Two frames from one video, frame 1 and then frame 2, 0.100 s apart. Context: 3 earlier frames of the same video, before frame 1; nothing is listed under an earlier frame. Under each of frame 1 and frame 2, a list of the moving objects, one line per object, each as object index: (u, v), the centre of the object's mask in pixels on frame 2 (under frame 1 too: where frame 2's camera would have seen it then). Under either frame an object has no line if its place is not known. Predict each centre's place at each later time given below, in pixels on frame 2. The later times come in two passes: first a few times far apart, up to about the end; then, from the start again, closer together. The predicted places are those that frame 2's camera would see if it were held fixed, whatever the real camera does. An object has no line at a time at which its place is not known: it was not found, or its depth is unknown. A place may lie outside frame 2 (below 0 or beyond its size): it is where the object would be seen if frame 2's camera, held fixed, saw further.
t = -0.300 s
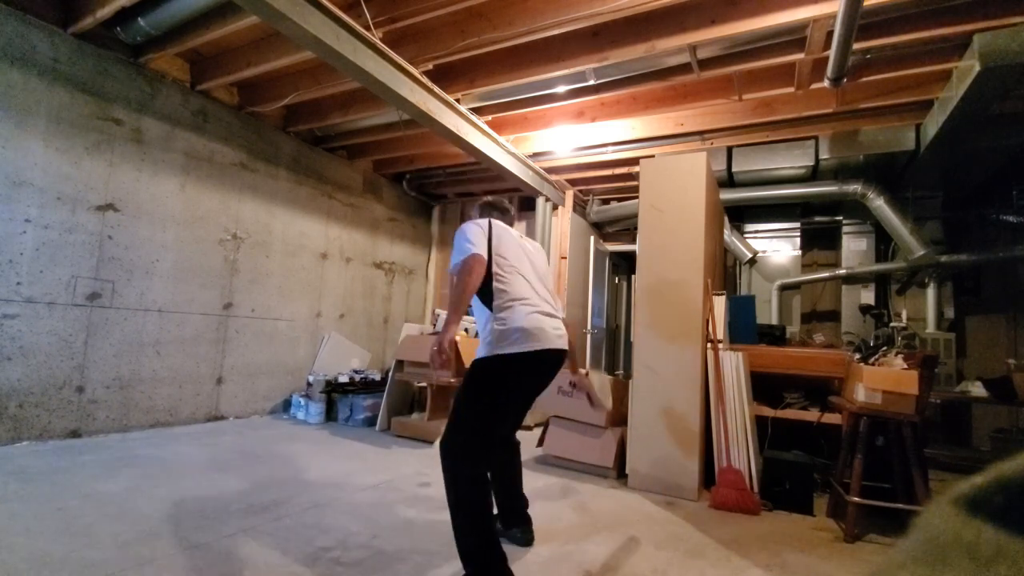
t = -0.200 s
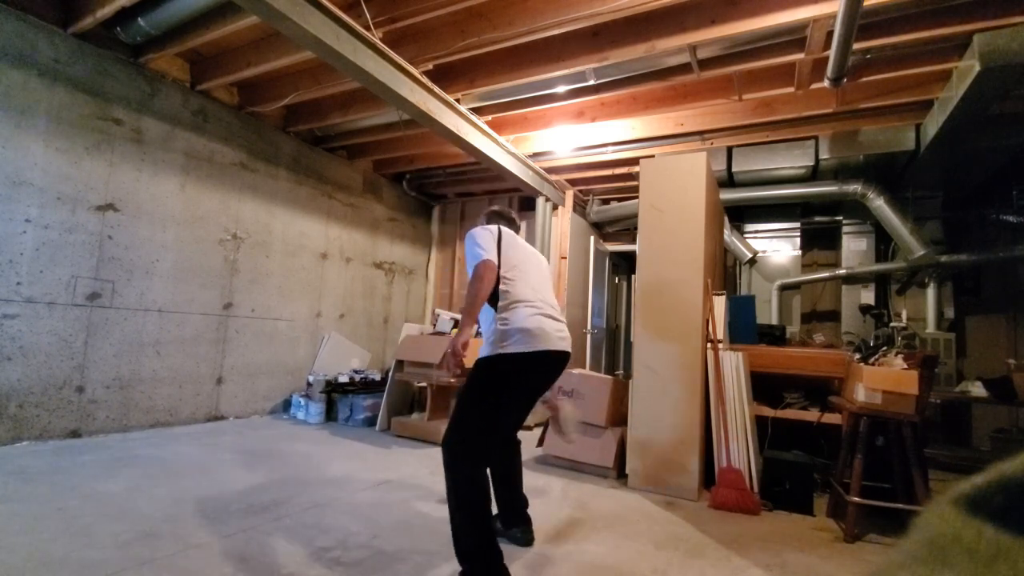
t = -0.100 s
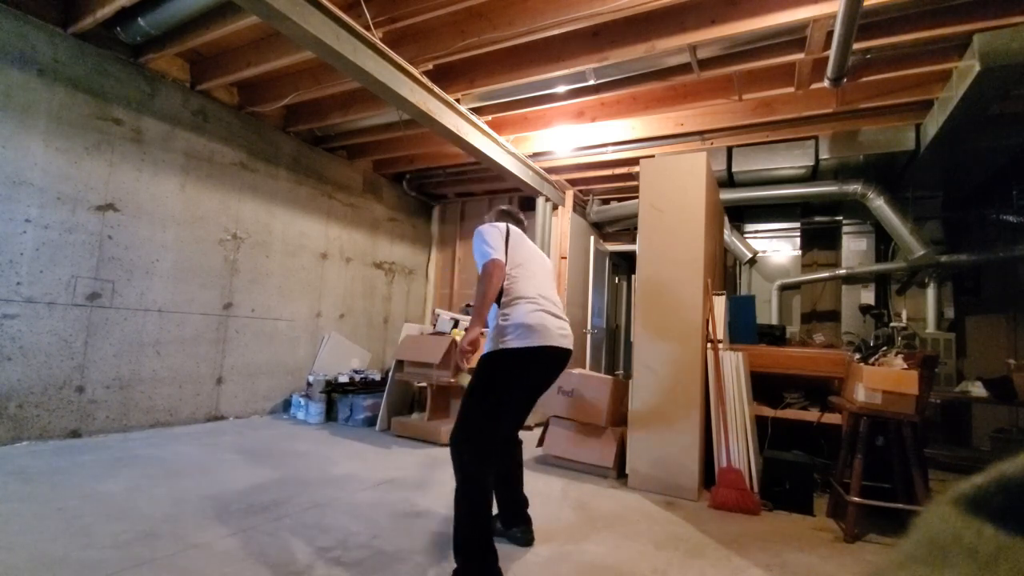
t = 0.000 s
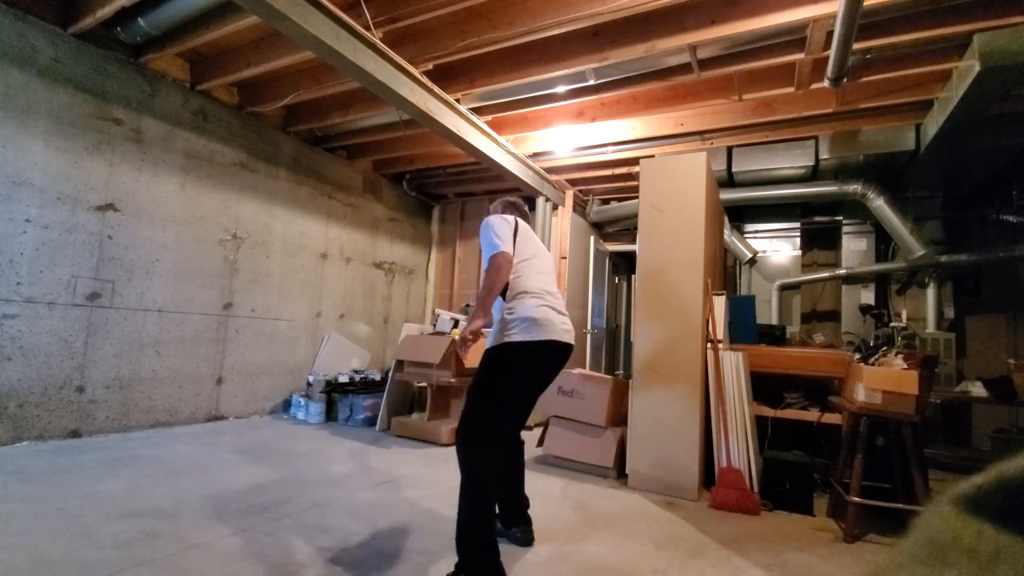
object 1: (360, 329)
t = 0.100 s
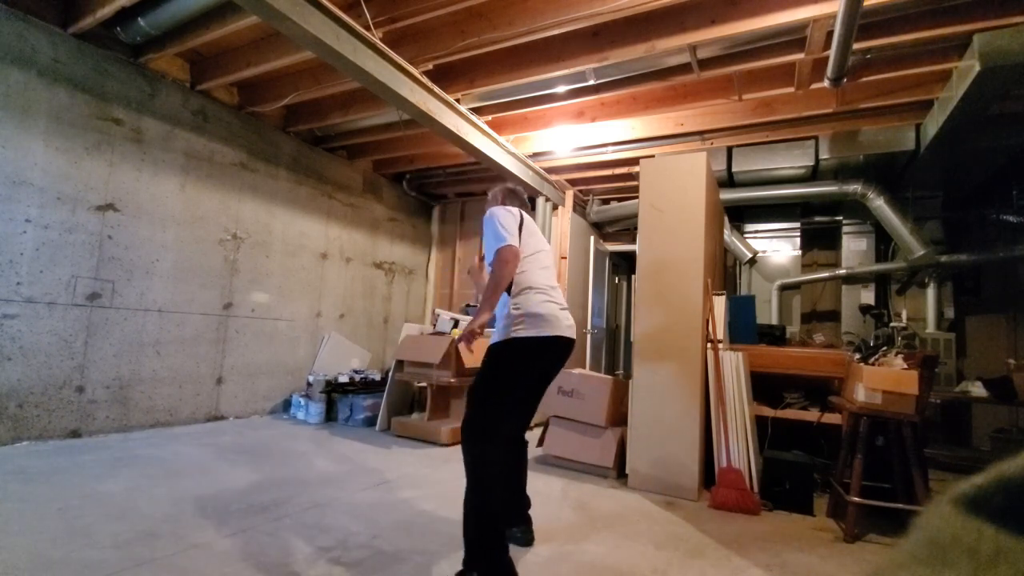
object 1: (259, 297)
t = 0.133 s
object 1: (227, 291)
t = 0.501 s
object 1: (70, 328)
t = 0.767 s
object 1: (109, 484)
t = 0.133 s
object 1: (227, 291)
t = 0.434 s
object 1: (60, 309)
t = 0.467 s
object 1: (65, 317)
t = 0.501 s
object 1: (70, 328)
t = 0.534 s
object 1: (75, 343)
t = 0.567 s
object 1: (80, 361)
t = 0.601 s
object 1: (83, 383)
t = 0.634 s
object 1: (87, 407)
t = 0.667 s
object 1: (91, 435)
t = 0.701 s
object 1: (97, 471)
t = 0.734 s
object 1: (101, 502)
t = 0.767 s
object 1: (109, 484)
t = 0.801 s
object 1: (117, 467)
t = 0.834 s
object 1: (125, 453)
